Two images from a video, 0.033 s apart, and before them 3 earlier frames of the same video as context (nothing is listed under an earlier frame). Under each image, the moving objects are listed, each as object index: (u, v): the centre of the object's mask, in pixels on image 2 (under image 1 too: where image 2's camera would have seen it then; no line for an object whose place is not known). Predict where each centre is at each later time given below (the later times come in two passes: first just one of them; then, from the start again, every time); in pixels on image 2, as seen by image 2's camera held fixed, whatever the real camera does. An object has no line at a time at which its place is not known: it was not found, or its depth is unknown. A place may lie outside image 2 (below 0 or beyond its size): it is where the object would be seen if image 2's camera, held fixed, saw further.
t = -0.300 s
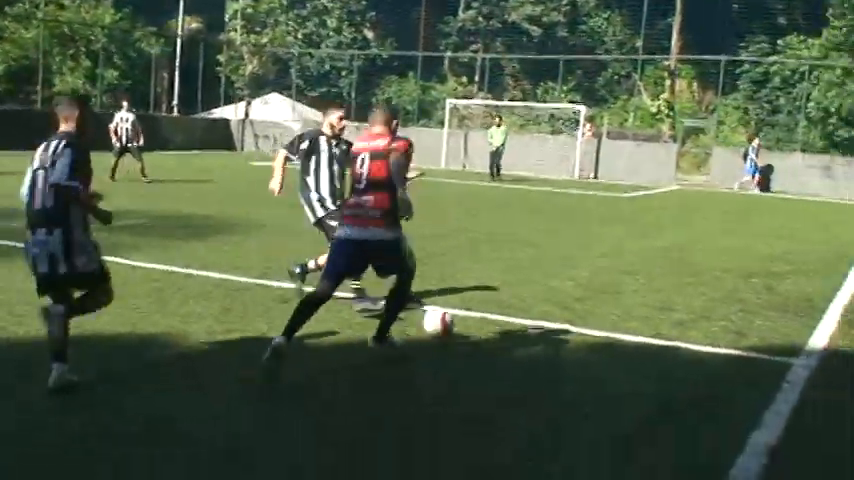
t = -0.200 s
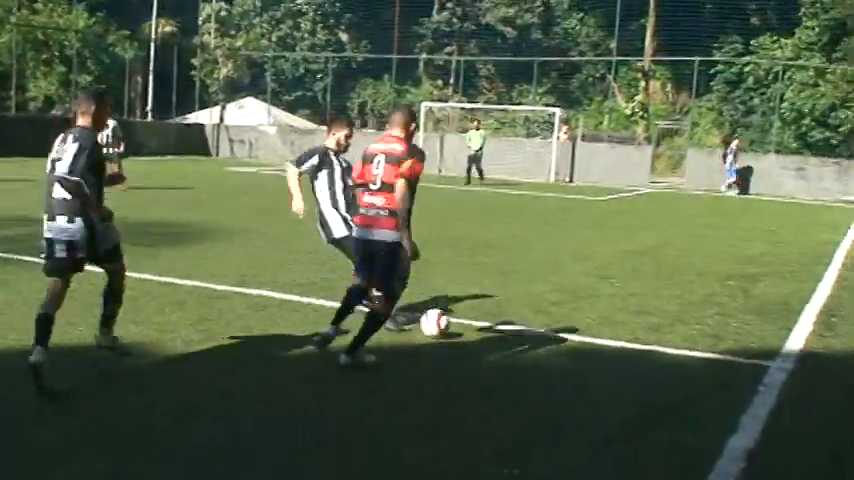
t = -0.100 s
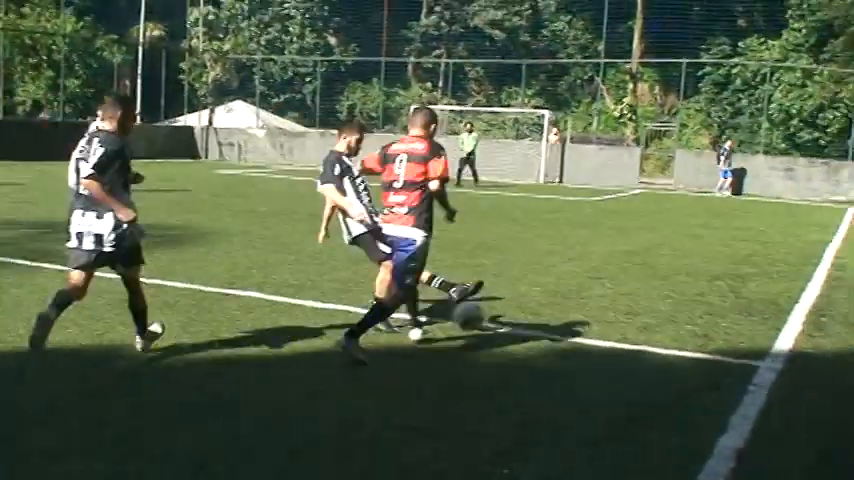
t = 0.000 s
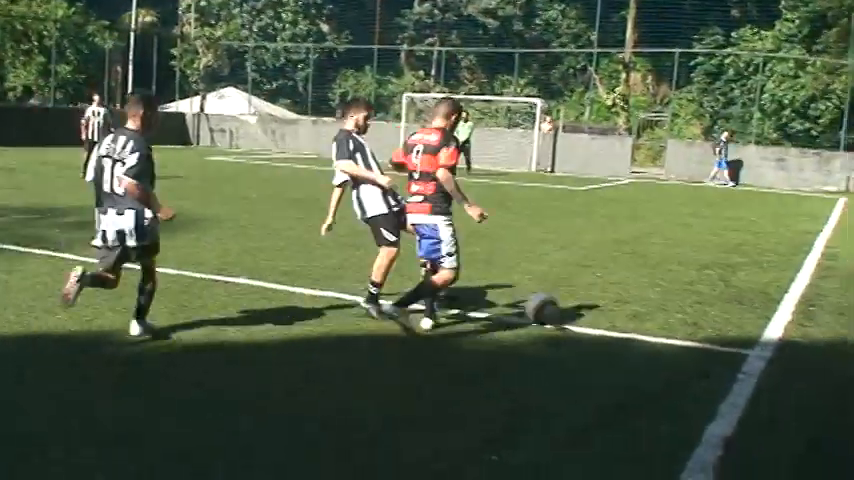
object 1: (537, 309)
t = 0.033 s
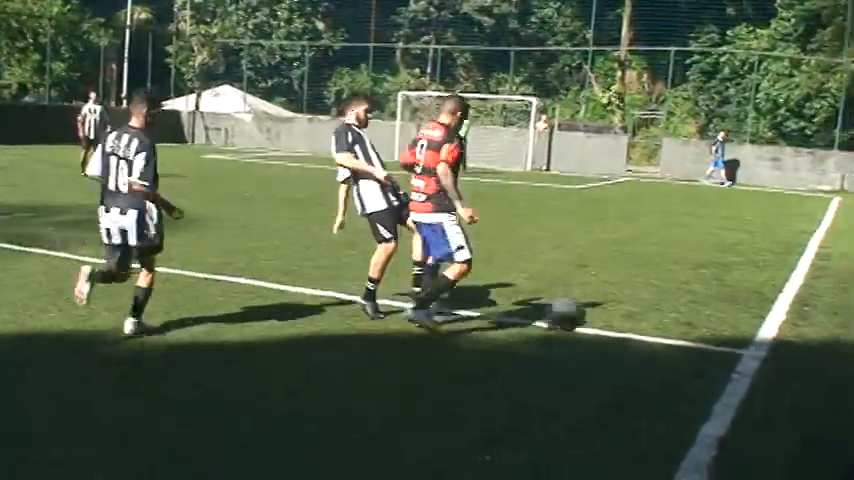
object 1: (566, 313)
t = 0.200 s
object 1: (760, 379)
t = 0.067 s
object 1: (601, 321)
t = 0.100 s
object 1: (638, 331)
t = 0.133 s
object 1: (673, 342)
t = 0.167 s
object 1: (715, 358)
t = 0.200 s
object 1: (760, 379)
